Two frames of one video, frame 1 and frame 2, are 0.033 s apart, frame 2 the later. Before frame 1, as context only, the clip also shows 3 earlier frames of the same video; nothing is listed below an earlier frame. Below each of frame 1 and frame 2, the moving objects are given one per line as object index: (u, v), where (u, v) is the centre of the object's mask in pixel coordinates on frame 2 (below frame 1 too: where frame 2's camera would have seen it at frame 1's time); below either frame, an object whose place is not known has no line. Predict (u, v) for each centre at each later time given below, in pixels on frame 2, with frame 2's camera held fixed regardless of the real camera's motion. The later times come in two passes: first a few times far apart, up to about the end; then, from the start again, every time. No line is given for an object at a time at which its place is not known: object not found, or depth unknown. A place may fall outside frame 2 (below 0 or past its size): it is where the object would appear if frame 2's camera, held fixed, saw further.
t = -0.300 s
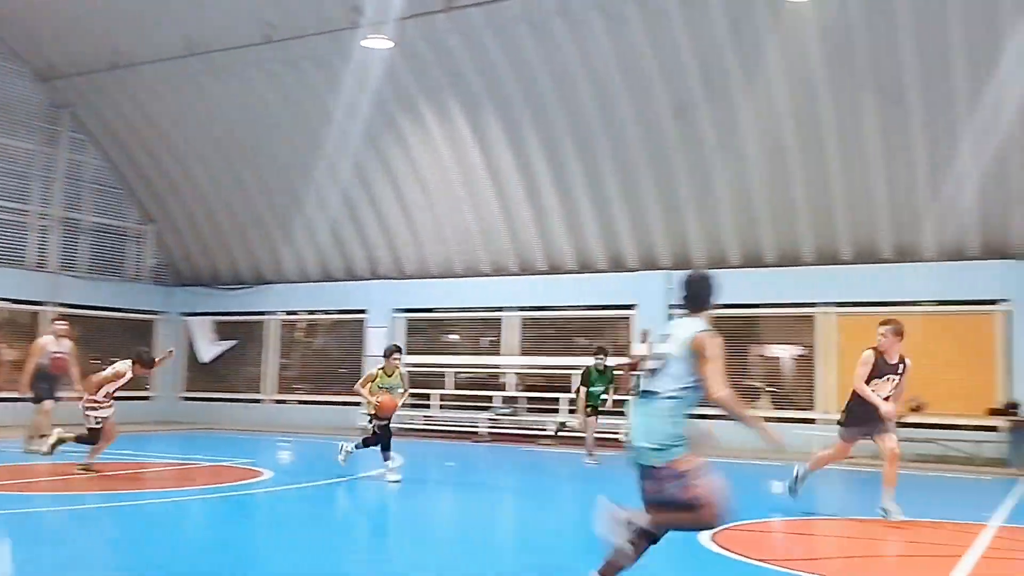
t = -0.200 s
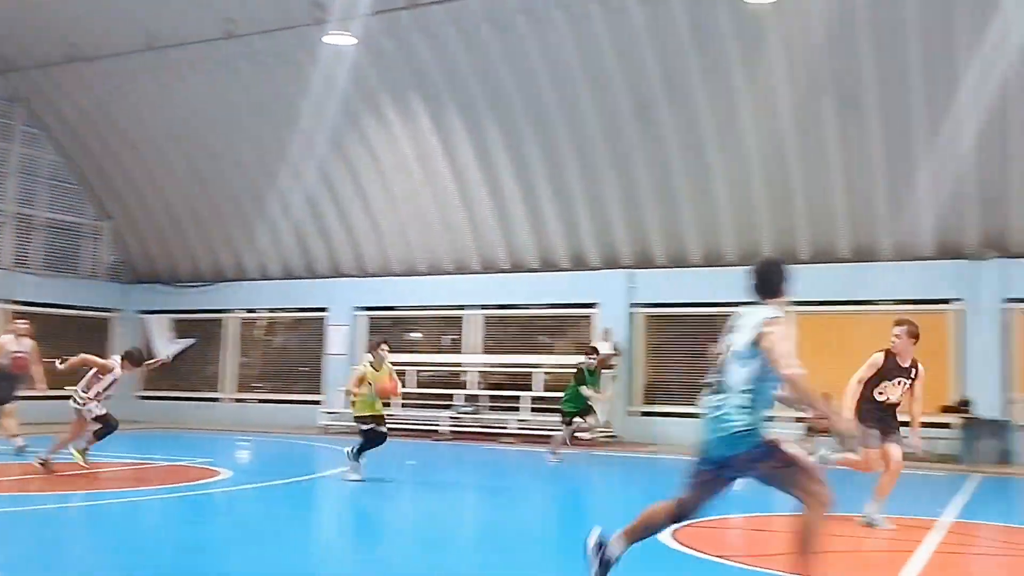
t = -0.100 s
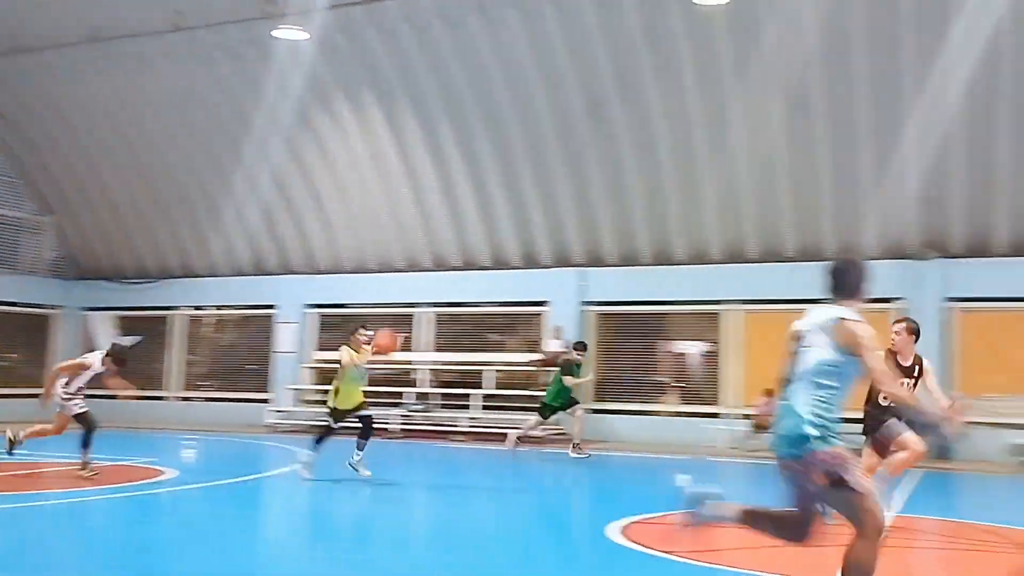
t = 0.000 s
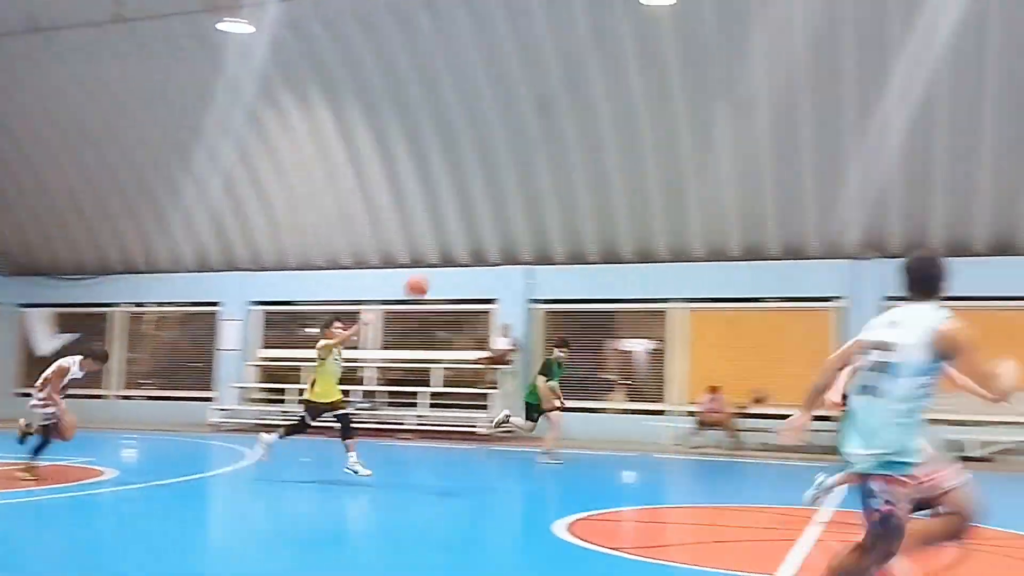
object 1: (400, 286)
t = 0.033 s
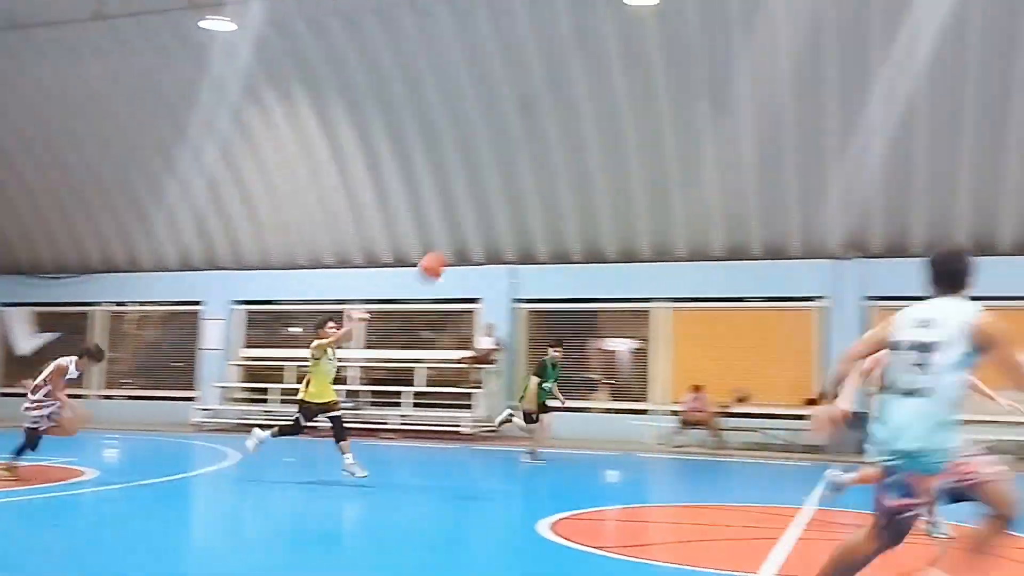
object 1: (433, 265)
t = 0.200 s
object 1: (609, 188)
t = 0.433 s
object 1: (936, 103)
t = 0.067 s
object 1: (464, 250)
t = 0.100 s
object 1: (499, 233)
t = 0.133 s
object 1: (533, 217)
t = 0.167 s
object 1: (571, 202)
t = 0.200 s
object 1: (609, 188)
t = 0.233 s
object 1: (649, 174)
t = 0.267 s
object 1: (692, 160)
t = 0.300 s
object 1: (735, 147)
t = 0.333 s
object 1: (782, 135)
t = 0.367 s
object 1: (831, 124)
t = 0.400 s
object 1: (882, 112)
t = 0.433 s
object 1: (936, 103)
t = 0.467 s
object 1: (996, 94)
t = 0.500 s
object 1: (1058, 87)
